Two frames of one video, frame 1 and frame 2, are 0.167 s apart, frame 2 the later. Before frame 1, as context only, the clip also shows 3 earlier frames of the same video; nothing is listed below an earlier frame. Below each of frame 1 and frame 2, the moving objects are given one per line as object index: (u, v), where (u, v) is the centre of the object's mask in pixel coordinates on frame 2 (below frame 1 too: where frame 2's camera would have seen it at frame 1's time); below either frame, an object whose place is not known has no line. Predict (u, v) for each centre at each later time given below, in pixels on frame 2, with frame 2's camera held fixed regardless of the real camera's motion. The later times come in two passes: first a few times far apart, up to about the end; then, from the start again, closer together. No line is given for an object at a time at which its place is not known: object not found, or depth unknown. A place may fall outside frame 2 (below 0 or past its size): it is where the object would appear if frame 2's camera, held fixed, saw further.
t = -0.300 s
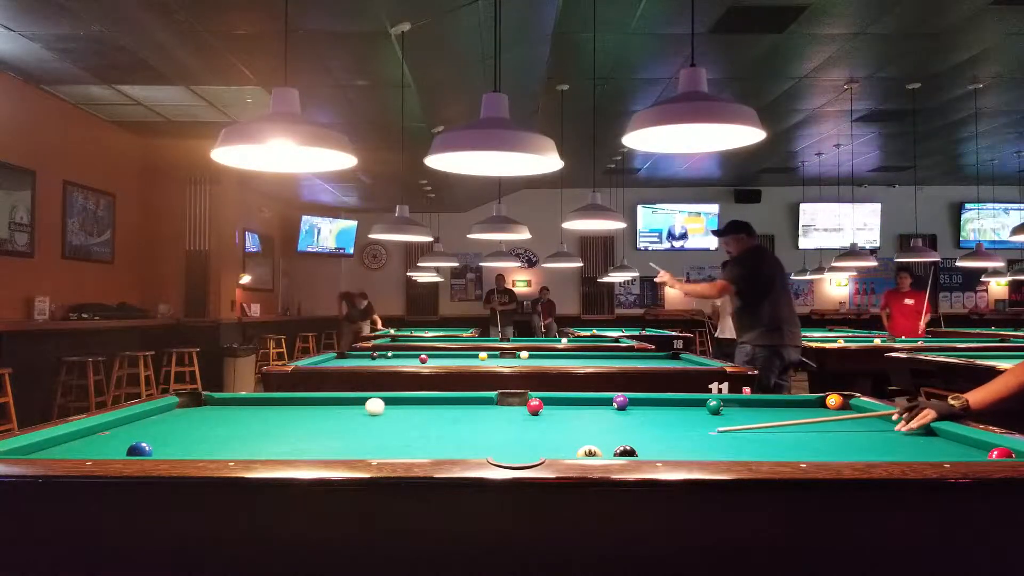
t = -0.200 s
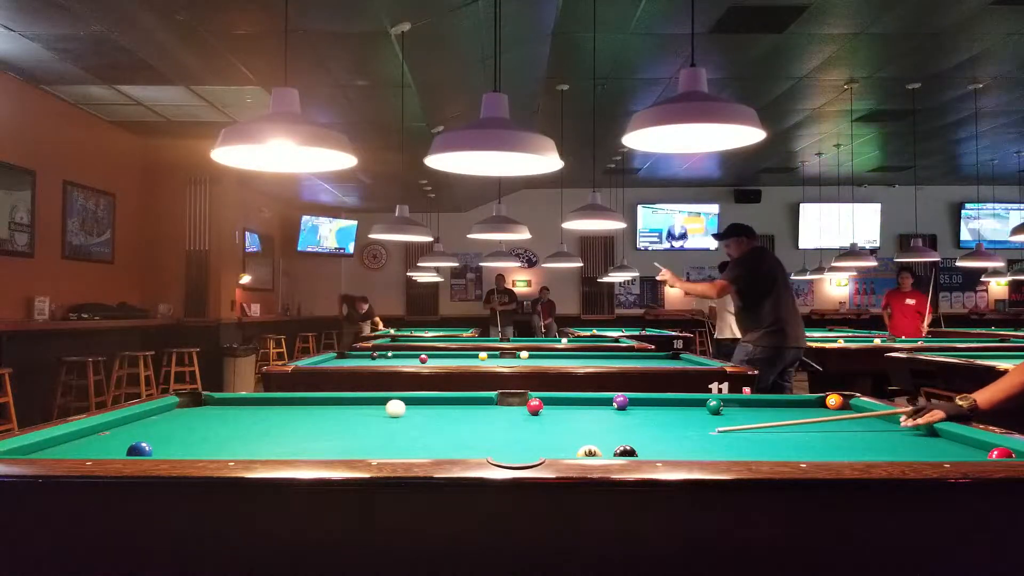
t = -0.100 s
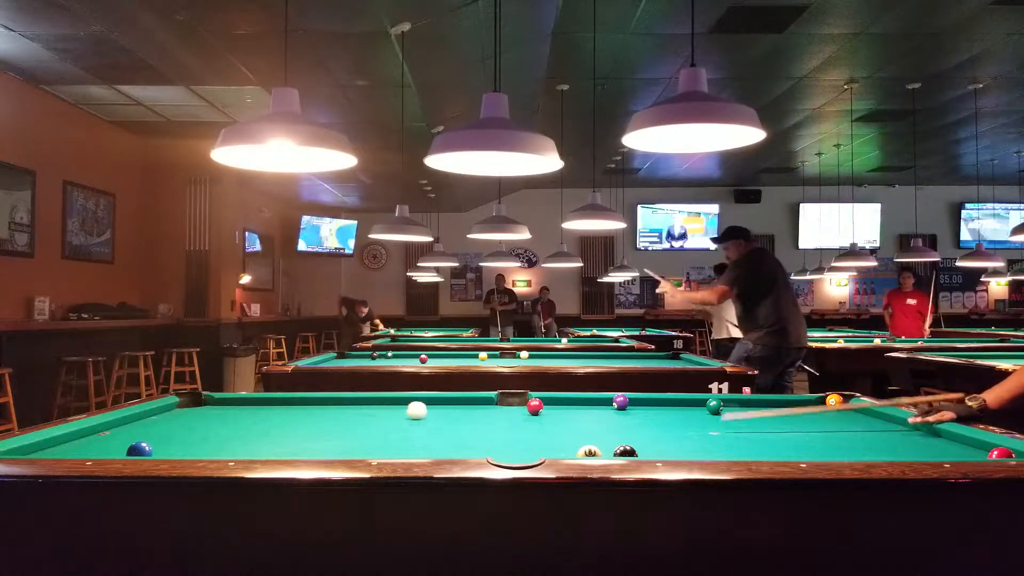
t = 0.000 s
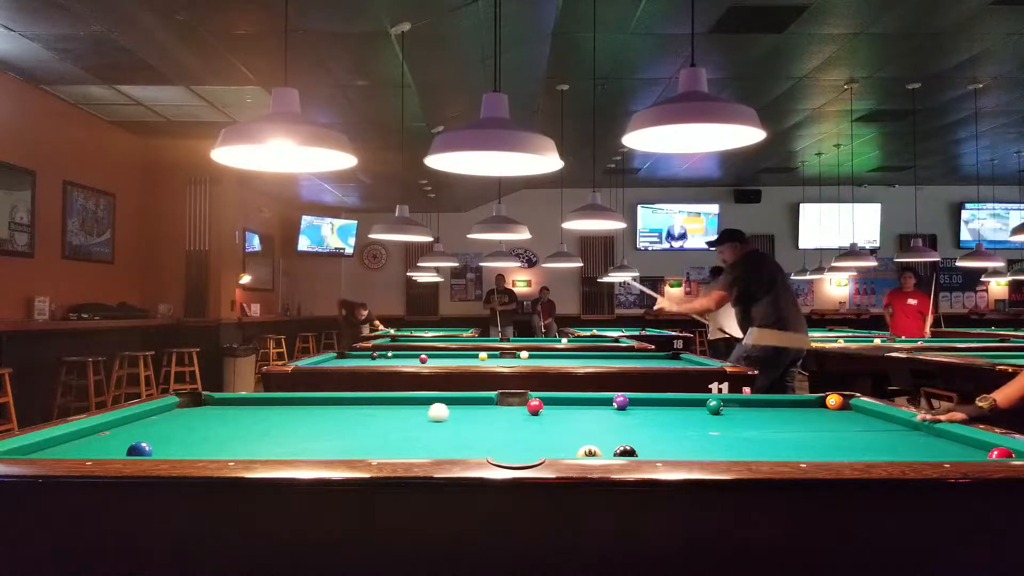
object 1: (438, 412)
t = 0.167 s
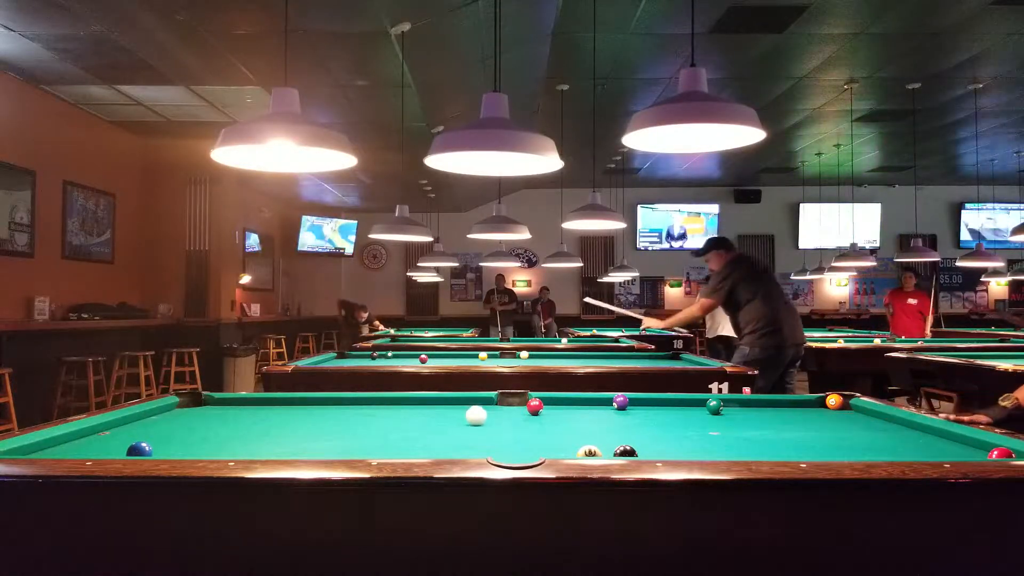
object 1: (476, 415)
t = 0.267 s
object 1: (500, 418)
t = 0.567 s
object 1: (573, 425)
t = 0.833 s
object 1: (645, 432)
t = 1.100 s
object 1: (724, 439)
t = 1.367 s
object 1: (809, 447)
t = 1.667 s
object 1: (911, 452)
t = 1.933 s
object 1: (963, 452)
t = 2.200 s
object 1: (981, 450)
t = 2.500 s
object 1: (992, 447)
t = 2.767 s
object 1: (969, 445)
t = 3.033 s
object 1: (950, 442)
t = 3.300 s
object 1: (932, 440)
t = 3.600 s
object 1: (917, 438)
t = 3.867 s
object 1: (905, 437)
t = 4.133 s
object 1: (897, 436)
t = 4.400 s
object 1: (890, 435)
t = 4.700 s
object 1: (887, 435)
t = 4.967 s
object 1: (885, 435)
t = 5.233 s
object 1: (885, 435)
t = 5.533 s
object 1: (885, 435)
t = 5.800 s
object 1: (885, 435)
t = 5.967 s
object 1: (885, 435)
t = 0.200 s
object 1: (484, 416)
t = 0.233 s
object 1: (492, 417)
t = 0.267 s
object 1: (500, 418)
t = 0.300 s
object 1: (508, 418)
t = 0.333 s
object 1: (515, 419)
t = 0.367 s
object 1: (523, 420)
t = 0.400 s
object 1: (531, 421)
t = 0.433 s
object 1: (540, 421)
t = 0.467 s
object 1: (548, 423)
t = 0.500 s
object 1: (557, 423)
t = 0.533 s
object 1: (565, 424)
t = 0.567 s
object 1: (573, 425)
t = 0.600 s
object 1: (582, 425)
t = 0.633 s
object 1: (591, 426)
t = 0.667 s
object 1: (600, 427)
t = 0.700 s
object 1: (609, 428)
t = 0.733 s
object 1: (618, 429)
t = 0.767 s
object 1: (627, 430)
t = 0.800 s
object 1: (636, 431)
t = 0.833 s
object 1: (645, 432)
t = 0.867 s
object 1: (655, 432)
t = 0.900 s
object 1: (664, 434)
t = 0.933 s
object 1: (674, 434)
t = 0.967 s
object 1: (684, 435)
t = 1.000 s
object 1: (694, 437)
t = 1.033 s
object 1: (704, 437)
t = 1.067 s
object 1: (714, 438)
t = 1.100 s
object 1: (724, 439)
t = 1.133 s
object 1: (734, 440)
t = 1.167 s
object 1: (744, 442)
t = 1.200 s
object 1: (755, 442)
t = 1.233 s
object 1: (765, 443)
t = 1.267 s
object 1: (776, 444)
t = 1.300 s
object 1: (787, 445)
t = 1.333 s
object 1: (797, 446)
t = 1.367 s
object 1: (809, 447)
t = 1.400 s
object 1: (820, 447)
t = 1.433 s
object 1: (830, 448)
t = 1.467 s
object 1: (841, 449)
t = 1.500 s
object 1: (853, 450)
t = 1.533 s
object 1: (864, 450)
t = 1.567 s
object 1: (876, 451)
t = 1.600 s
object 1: (887, 451)
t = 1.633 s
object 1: (899, 452)
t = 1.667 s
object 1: (911, 452)
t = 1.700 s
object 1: (923, 453)
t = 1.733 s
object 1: (935, 453)
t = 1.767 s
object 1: (944, 453)
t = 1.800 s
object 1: (947, 453)
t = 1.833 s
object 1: (952, 453)
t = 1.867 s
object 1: (956, 453)
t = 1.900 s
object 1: (959, 452)
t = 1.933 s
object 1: (963, 452)
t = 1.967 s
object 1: (967, 452)
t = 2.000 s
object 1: (971, 452)
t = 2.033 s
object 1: (973, 451)
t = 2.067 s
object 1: (974, 451)
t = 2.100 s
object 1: (976, 451)
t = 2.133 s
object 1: (978, 450)
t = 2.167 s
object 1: (979, 450)
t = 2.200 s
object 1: (981, 450)
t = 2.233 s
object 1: (982, 449)
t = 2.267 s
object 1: (984, 449)
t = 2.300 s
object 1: (985, 449)
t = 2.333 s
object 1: (986, 449)
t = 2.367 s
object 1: (988, 448)
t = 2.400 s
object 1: (989, 448)
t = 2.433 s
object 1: (991, 447)
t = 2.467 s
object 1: (992, 447)
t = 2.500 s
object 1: (992, 447)
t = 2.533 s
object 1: (989, 446)
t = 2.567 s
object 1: (986, 446)
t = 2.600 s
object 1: (984, 446)
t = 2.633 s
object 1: (980, 445)
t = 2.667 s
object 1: (978, 445)
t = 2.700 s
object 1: (975, 445)
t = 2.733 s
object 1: (972, 445)
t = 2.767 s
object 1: (969, 445)
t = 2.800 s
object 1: (967, 444)
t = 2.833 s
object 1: (964, 444)
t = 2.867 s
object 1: (962, 444)
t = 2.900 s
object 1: (959, 443)
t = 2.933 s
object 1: (956, 443)
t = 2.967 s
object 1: (954, 443)
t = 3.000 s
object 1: (952, 442)
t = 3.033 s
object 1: (950, 442)
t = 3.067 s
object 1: (948, 442)
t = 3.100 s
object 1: (945, 442)
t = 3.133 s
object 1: (943, 442)
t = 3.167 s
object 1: (941, 441)
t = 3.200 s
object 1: (939, 441)
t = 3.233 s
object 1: (937, 441)
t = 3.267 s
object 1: (935, 440)
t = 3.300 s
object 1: (932, 440)
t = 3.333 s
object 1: (930, 440)
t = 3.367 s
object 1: (929, 440)
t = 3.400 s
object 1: (927, 439)
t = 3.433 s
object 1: (925, 439)
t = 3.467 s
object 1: (924, 439)
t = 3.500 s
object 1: (922, 439)
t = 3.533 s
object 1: (920, 439)
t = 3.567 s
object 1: (918, 438)
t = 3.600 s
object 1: (917, 438)
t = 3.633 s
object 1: (915, 438)
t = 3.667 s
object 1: (914, 438)
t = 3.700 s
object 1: (912, 438)
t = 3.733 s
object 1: (911, 438)
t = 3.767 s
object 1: (909, 438)
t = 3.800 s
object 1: (908, 437)
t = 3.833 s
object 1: (907, 437)
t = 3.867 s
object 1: (905, 437)
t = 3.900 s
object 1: (904, 437)
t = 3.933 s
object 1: (903, 437)
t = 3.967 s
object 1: (902, 437)
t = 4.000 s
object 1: (901, 437)
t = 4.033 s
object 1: (899, 437)
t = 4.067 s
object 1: (898, 436)
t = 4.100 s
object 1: (897, 436)
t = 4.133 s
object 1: (897, 436)
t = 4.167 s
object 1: (896, 436)
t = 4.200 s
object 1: (895, 436)
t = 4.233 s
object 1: (894, 436)
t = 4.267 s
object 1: (893, 436)
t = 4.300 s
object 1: (892, 436)
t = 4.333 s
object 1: (891, 436)
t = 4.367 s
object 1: (891, 436)
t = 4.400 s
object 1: (890, 435)
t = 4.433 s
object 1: (889, 435)
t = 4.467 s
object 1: (889, 435)
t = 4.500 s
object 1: (888, 435)
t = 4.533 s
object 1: (888, 435)
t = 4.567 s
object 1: (888, 435)
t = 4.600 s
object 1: (888, 435)
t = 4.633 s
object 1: (887, 435)
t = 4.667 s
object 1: (887, 435)
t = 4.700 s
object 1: (887, 435)
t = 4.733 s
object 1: (886, 435)
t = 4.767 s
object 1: (886, 435)
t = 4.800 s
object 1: (886, 435)
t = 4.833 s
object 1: (886, 435)
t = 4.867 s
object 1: (886, 435)
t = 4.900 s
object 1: (886, 435)
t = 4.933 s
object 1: (885, 435)
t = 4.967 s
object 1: (885, 435)
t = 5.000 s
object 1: (885, 435)
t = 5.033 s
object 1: (885, 435)
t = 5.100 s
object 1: (885, 435)
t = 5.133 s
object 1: (885, 435)
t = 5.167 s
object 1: (885, 435)
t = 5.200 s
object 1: (885, 435)
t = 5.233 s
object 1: (885, 435)
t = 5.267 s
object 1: (885, 435)
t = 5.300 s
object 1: (885, 435)
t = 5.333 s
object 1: (885, 435)
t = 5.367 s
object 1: (885, 435)
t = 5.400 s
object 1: (885, 435)
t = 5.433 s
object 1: (885, 435)
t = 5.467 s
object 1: (885, 435)
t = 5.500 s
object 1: (885, 435)
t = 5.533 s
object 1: (885, 435)
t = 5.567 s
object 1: (885, 435)
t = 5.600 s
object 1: (885, 435)
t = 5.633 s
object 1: (885, 435)
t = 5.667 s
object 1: (885, 435)
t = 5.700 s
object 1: (885, 435)
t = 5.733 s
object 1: (885, 435)
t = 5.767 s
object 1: (885, 435)
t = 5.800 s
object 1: (885, 435)
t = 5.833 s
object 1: (885, 435)
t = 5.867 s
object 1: (885, 435)
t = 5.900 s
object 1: (885, 435)
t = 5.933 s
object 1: (885, 435)
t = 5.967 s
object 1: (885, 435)
